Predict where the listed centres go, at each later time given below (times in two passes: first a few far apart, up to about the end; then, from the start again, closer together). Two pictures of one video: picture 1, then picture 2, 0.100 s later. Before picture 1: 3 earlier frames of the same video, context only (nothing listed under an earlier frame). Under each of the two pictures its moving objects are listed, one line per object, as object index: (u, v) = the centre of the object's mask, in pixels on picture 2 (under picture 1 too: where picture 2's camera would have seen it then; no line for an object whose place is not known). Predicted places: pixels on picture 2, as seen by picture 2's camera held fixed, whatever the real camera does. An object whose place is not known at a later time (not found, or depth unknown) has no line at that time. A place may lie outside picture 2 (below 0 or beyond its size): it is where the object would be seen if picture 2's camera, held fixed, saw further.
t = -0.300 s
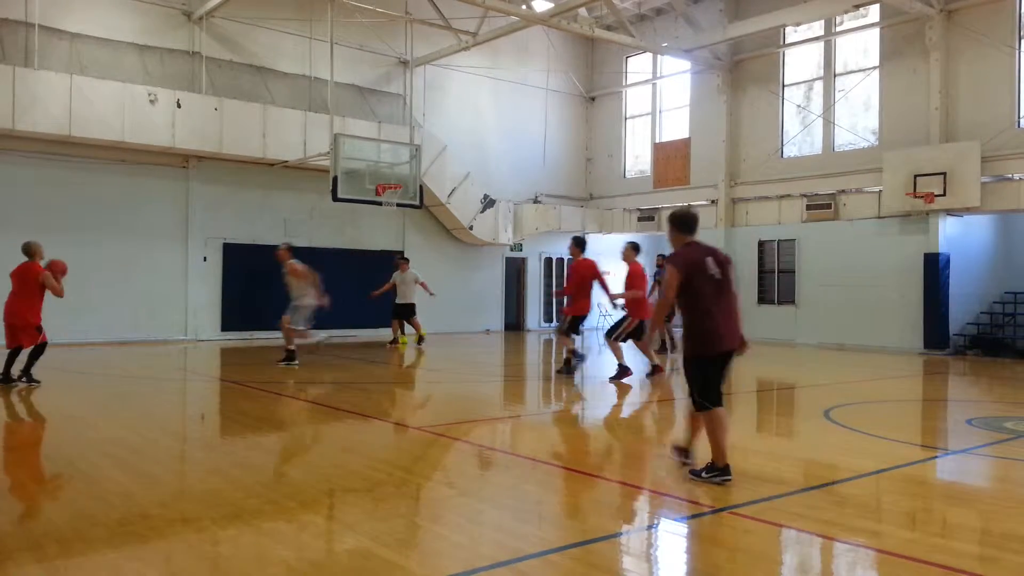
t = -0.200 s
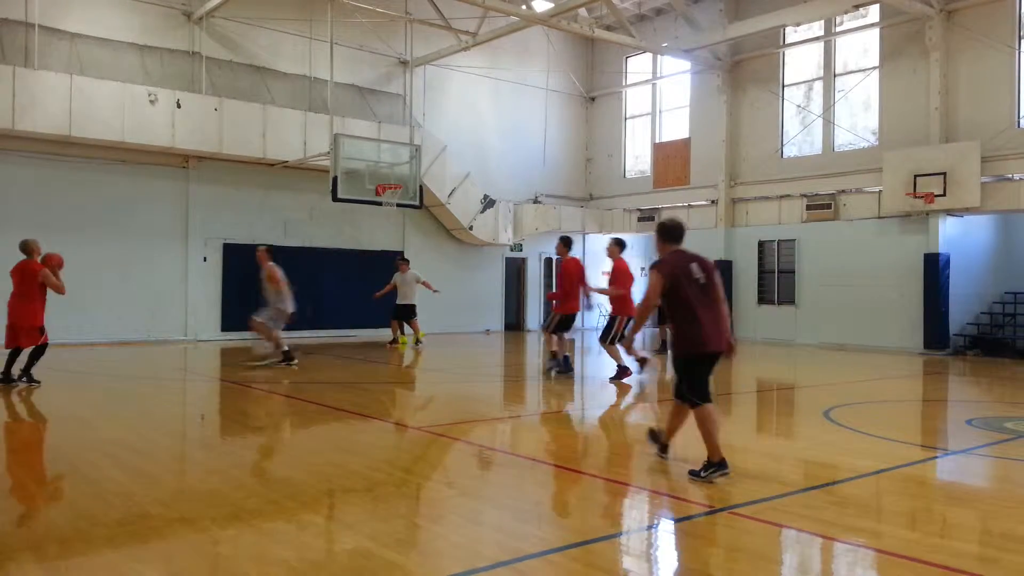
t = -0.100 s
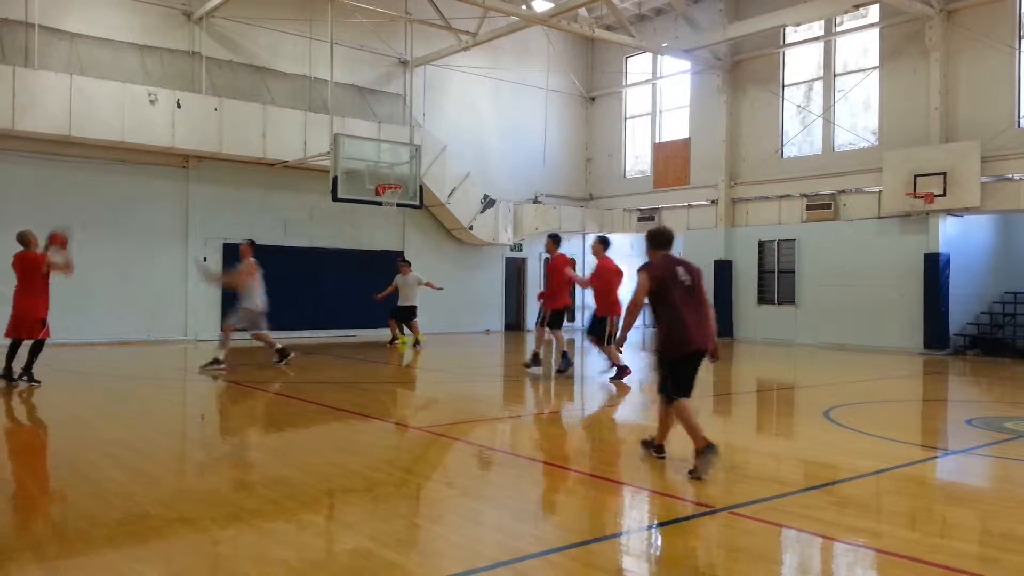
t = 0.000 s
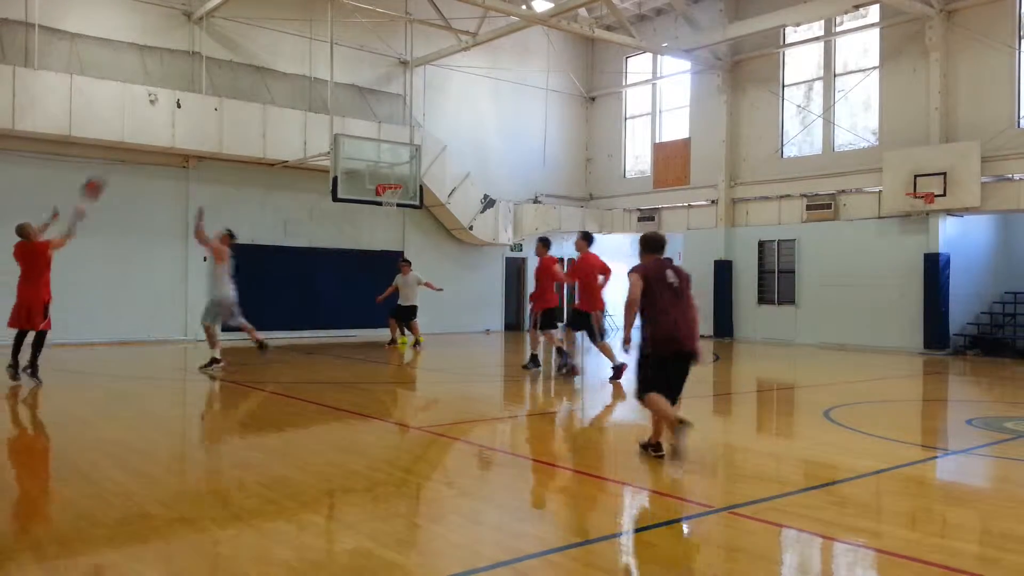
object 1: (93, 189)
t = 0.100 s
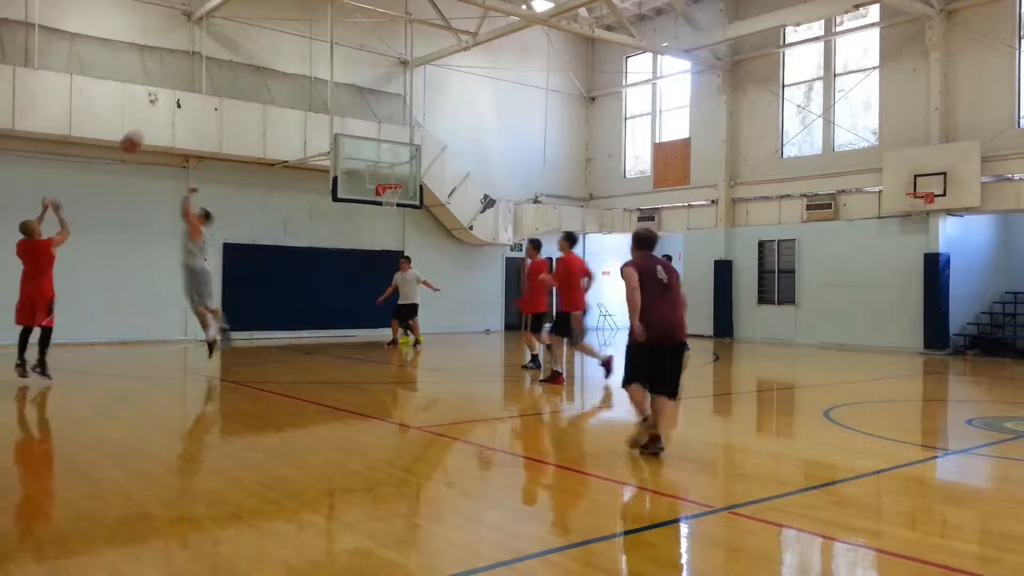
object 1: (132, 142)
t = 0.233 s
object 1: (177, 100)
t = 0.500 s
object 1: (253, 62)
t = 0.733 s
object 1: (306, 69)
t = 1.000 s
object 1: (356, 113)
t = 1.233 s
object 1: (393, 176)
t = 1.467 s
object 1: (376, 194)
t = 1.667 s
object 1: (380, 204)
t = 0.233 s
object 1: (177, 100)
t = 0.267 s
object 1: (187, 91)
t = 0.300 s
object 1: (197, 85)
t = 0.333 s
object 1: (207, 78)
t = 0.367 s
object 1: (216, 74)
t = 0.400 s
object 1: (226, 69)
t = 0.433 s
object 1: (235, 66)
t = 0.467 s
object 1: (244, 64)
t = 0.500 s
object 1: (253, 62)
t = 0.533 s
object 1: (260, 61)
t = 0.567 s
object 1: (268, 60)
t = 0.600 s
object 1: (276, 61)
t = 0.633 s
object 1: (284, 62)
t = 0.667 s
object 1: (292, 64)
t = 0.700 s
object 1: (299, 66)
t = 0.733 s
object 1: (306, 69)
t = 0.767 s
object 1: (313, 73)
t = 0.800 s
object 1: (320, 77)
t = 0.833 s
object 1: (325, 82)
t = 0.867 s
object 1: (332, 87)
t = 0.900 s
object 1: (339, 93)
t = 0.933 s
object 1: (345, 99)
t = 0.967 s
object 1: (350, 106)
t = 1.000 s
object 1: (356, 113)
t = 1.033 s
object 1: (362, 121)
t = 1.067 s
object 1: (367, 130)
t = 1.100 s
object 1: (373, 137)
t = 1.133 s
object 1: (378, 147)
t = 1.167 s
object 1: (383, 157)
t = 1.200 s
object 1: (388, 166)
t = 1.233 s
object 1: (393, 176)
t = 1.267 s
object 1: (396, 185)
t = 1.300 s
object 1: (389, 192)
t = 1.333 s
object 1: (381, 194)
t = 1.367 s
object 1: (377, 195)
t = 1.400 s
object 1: (377, 194)
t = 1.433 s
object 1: (376, 194)
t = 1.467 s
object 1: (376, 194)
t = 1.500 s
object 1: (376, 194)
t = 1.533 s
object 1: (376, 194)
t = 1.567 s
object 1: (377, 195)
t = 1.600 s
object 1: (378, 197)
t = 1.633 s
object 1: (378, 199)
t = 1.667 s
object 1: (380, 204)
